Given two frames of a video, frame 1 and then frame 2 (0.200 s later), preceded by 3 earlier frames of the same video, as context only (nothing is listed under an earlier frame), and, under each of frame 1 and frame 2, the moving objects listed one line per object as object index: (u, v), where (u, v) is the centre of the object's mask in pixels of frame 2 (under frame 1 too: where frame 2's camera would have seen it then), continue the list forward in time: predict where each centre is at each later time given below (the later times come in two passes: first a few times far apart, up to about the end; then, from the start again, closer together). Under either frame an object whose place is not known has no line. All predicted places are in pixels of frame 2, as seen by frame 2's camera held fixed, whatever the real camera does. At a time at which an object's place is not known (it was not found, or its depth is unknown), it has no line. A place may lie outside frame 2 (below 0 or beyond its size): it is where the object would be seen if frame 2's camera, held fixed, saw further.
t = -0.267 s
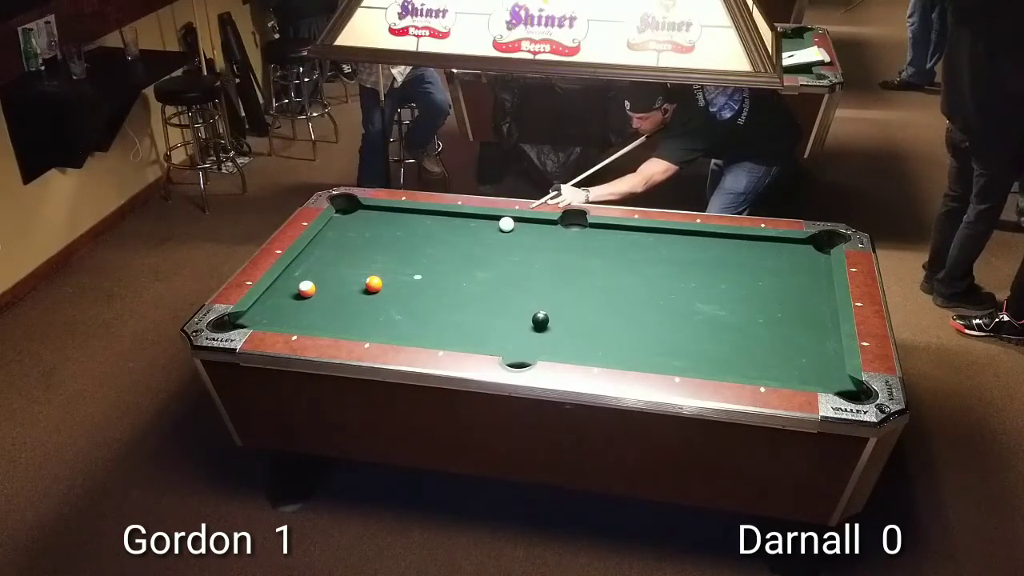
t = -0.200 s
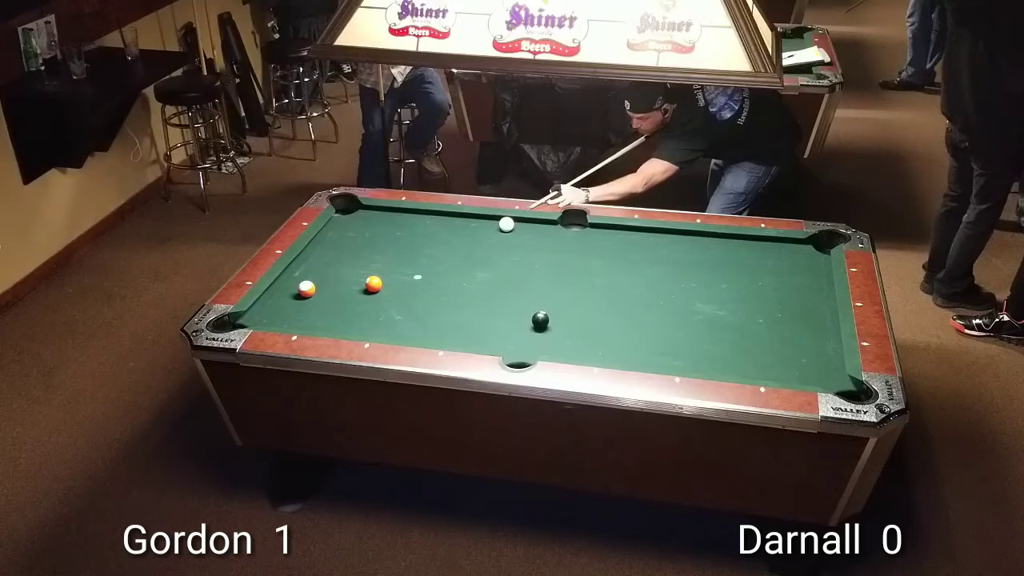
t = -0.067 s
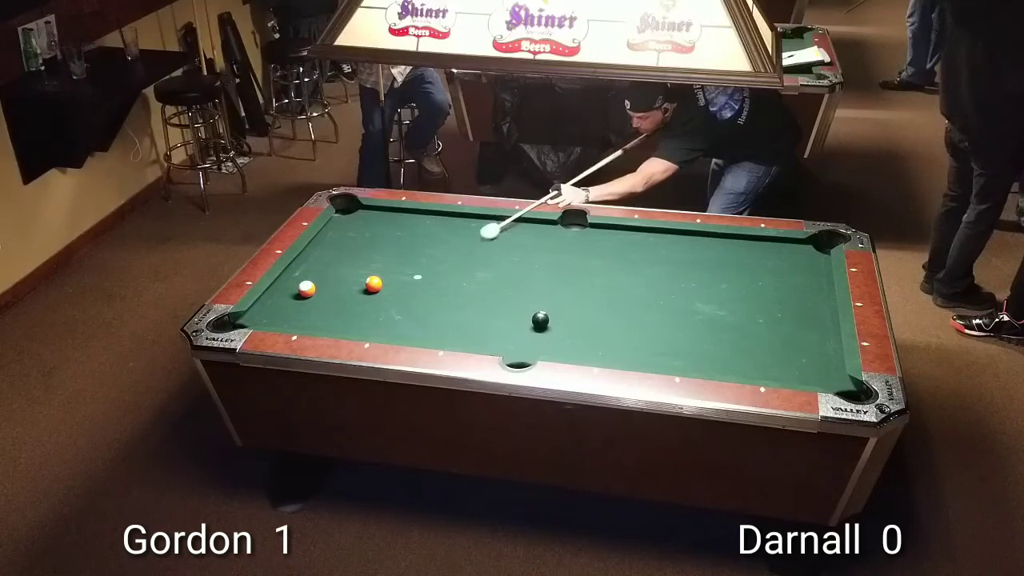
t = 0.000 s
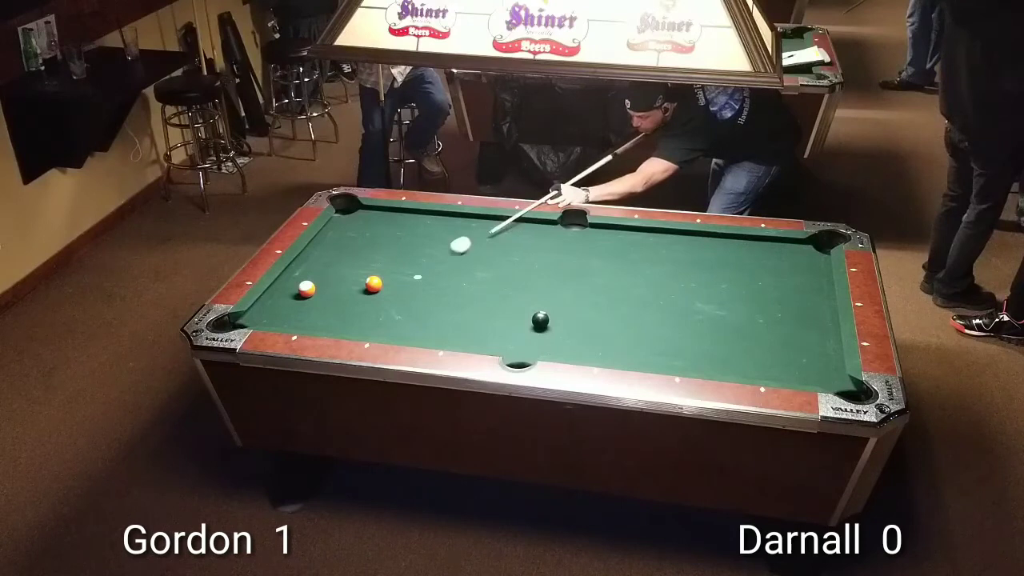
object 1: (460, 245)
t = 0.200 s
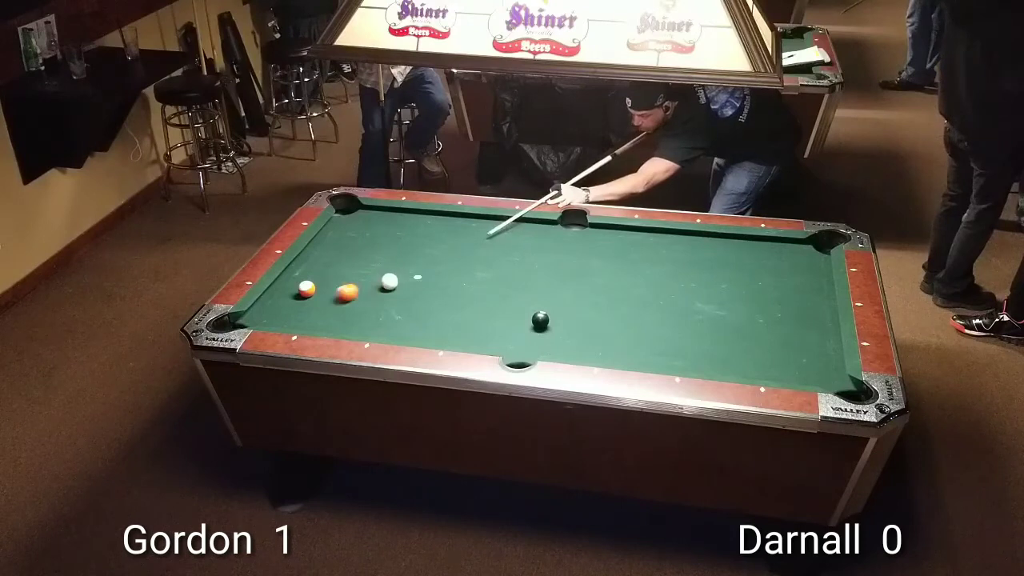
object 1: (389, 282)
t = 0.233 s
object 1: (390, 284)
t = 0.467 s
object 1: (374, 304)
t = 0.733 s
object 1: (346, 330)
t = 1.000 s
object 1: (351, 317)
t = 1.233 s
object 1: (354, 306)
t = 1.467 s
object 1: (357, 296)
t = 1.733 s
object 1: (359, 286)
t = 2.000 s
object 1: (361, 277)
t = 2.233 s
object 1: (362, 270)
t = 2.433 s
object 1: (363, 265)
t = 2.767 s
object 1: (363, 258)
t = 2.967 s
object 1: (363, 254)
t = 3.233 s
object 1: (362, 250)
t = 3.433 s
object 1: (362, 247)
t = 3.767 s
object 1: (361, 244)
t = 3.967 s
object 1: (360, 242)
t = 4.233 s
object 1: (360, 241)
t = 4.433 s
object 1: (360, 241)
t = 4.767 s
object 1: (360, 241)
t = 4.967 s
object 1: (360, 241)
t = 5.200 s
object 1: (360, 241)
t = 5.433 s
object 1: (360, 241)
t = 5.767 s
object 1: (360, 241)
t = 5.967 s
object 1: (360, 241)
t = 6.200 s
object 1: (360, 241)
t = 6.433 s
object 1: (360, 241)
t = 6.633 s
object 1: (360, 241)
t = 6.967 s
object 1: (360, 241)
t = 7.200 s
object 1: (360, 241)
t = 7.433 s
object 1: (360, 241)
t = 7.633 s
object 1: (360, 241)
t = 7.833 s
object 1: (360, 241)
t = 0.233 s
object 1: (390, 284)
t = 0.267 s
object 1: (389, 286)
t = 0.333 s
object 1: (386, 291)
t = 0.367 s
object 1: (384, 294)
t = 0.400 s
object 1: (381, 297)
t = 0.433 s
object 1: (377, 301)
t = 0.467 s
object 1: (374, 304)
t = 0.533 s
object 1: (367, 311)
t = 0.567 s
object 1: (363, 315)
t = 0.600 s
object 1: (359, 318)
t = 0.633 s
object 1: (356, 322)
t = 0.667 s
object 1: (352, 325)
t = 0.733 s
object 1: (346, 330)
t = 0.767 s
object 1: (346, 328)
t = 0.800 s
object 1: (347, 327)
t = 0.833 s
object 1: (347, 326)
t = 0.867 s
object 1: (348, 324)
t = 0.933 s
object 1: (349, 321)
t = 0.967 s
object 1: (350, 319)
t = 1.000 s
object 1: (351, 317)
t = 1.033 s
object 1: (351, 316)
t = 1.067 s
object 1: (352, 314)
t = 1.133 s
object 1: (353, 311)
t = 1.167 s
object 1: (353, 309)
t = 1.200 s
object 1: (353, 308)
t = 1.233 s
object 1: (354, 306)
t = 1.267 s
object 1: (355, 304)
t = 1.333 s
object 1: (355, 302)
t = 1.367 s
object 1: (356, 300)
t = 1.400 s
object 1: (356, 299)
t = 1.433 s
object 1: (356, 297)
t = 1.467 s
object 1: (357, 296)
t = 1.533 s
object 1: (358, 293)
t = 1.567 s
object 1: (358, 292)
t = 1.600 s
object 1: (358, 291)
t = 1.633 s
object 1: (358, 290)
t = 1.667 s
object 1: (359, 288)
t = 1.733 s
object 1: (359, 286)
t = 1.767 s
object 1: (359, 285)
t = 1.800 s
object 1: (360, 284)
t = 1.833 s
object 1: (360, 282)
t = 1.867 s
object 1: (360, 282)
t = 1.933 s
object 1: (360, 279)
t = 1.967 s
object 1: (361, 278)
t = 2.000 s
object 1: (361, 277)
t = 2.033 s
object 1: (361, 276)
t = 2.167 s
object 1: (362, 272)
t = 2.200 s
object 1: (362, 271)
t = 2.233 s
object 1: (362, 270)
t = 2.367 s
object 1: (362, 267)
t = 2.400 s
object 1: (363, 266)
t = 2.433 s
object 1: (363, 265)
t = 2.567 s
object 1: (363, 262)
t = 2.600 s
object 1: (363, 261)
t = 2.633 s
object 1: (363, 261)
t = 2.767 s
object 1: (363, 258)
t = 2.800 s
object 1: (363, 257)
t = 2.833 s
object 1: (363, 257)
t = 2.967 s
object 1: (363, 254)
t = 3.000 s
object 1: (363, 254)
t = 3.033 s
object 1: (363, 253)
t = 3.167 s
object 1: (362, 251)
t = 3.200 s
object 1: (362, 250)
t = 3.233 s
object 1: (362, 250)
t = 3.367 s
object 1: (362, 248)
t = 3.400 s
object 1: (362, 248)
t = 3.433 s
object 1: (362, 247)
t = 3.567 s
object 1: (361, 246)
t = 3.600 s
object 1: (361, 245)
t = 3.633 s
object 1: (361, 245)
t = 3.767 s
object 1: (361, 244)
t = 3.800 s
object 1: (361, 244)
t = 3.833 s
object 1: (361, 243)
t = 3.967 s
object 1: (360, 242)
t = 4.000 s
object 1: (360, 242)
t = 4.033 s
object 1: (360, 242)
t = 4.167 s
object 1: (360, 241)
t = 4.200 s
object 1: (360, 241)
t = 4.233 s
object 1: (360, 241)
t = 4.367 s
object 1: (360, 241)
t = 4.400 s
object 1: (360, 241)
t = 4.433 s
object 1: (360, 241)
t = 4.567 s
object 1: (360, 241)
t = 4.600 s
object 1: (360, 241)
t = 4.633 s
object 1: (360, 241)
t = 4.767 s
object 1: (360, 241)
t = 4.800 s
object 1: (360, 241)
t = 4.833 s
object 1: (360, 241)
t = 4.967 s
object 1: (360, 241)
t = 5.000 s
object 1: (360, 241)
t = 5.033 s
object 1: (360, 241)
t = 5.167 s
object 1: (360, 241)
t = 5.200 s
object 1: (360, 241)
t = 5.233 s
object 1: (360, 241)
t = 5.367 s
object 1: (360, 241)
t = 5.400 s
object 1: (360, 241)
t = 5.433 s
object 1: (360, 241)
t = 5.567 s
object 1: (360, 241)
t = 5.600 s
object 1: (360, 241)
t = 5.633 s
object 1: (360, 241)
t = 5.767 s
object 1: (360, 241)
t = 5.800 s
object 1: (360, 241)
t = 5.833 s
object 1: (360, 241)
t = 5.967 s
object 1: (360, 241)
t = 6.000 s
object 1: (360, 241)
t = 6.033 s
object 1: (360, 241)
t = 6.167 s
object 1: (360, 241)
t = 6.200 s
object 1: (360, 241)
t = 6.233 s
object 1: (360, 241)
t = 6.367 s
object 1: (360, 241)
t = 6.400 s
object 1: (360, 241)
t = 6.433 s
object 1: (360, 241)
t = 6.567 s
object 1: (360, 241)
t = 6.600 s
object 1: (360, 241)
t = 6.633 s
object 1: (360, 241)
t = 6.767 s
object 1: (360, 241)
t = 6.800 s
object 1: (360, 241)
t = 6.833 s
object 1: (360, 241)
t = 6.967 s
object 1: (360, 241)
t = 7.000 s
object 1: (360, 241)
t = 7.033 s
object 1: (360, 241)
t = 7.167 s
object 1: (360, 241)
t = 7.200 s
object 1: (360, 241)
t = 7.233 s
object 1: (360, 241)
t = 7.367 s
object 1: (360, 241)
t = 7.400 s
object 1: (360, 241)
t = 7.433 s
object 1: (360, 241)
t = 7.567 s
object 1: (360, 241)
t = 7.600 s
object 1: (360, 241)
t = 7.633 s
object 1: (360, 241)
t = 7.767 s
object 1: (360, 241)
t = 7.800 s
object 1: (360, 241)
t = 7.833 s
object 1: (360, 241)
